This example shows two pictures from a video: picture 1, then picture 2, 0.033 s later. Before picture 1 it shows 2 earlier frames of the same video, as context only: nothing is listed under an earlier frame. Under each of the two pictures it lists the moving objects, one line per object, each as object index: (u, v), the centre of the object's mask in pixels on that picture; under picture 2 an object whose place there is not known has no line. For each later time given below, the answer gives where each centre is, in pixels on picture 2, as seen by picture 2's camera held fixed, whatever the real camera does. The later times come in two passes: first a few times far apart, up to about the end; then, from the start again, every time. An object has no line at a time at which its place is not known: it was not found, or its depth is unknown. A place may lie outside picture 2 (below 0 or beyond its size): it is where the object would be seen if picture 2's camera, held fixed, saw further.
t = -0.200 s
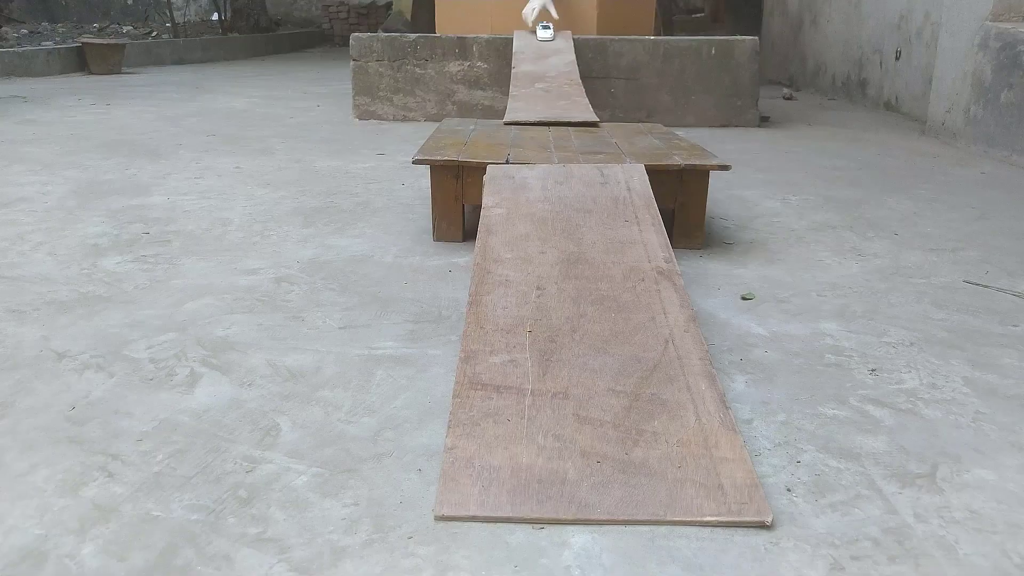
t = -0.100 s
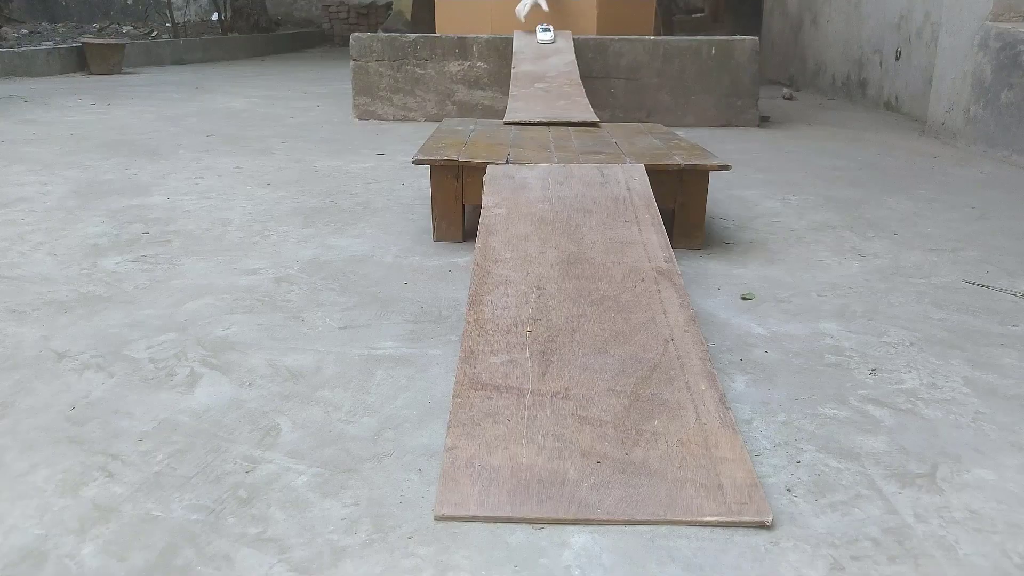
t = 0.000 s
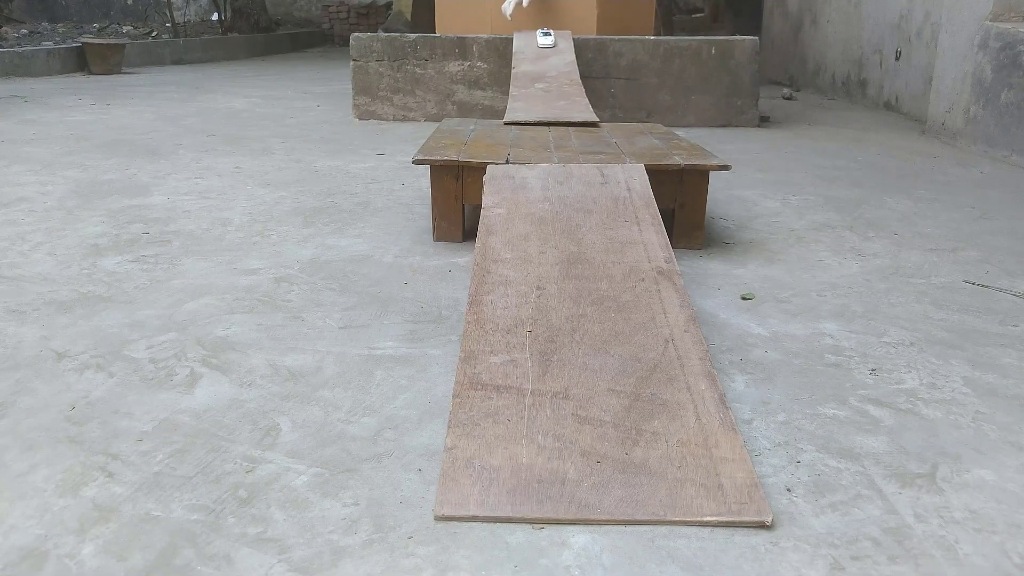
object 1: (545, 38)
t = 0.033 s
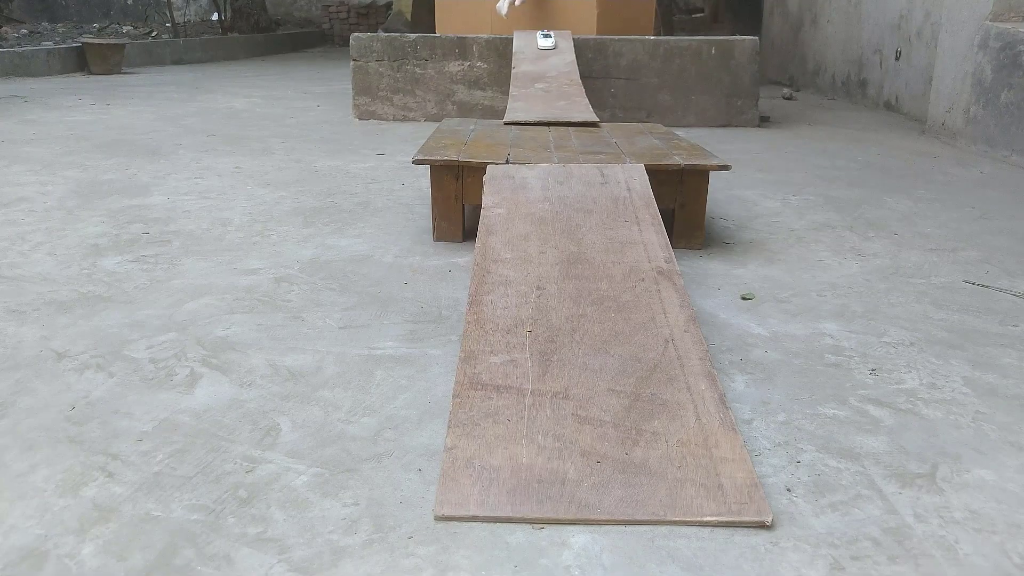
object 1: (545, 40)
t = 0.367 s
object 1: (551, 65)
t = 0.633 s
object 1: (562, 90)
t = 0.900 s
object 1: (587, 111)
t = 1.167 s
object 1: (614, 136)
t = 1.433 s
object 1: (635, 174)
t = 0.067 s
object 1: (546, 42)
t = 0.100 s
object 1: (546, 44)
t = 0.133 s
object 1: (547, 46)
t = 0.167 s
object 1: (547, 49)
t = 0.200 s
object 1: (547, 51)
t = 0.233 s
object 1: (548, 54)
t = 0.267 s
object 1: (548, 57)
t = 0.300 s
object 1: (549, 60)
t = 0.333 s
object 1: (550, 62)
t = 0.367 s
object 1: (551, 65)
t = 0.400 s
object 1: (551, 69)
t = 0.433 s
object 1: (553, 72)
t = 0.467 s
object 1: (554, 75)
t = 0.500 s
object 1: (555, 78)
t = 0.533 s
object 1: (557, 81)
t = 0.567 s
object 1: (558, 85)
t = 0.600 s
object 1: (560, 87)
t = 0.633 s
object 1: (562, 90)
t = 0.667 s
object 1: (565, 93)
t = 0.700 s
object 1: (567, 96)
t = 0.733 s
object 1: (570, 99)
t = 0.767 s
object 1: (573, 102)
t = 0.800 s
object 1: (576, 104)
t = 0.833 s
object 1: (580, 106)
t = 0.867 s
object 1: (583, 109)
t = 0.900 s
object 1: (587, 111)
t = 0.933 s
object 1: (591, 113)
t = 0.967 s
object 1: (595, 116)
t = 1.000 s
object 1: (600, 121)
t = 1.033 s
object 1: (604, 124)
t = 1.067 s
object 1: (607, 127)
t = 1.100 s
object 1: (610, 130)
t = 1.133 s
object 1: (612, 133)
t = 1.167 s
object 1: (614, 136)
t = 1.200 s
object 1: (616, 139)
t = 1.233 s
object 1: (619, 141)
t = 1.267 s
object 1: (621, 145)
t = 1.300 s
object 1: (624, 147)
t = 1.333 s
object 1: (627, 152)
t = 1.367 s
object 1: (630, 158)
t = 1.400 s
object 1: (632, 164)
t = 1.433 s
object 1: (635, 174)
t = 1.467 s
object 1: (637, 181)
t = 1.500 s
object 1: (638, 191)
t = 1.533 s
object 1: (637, 200)
